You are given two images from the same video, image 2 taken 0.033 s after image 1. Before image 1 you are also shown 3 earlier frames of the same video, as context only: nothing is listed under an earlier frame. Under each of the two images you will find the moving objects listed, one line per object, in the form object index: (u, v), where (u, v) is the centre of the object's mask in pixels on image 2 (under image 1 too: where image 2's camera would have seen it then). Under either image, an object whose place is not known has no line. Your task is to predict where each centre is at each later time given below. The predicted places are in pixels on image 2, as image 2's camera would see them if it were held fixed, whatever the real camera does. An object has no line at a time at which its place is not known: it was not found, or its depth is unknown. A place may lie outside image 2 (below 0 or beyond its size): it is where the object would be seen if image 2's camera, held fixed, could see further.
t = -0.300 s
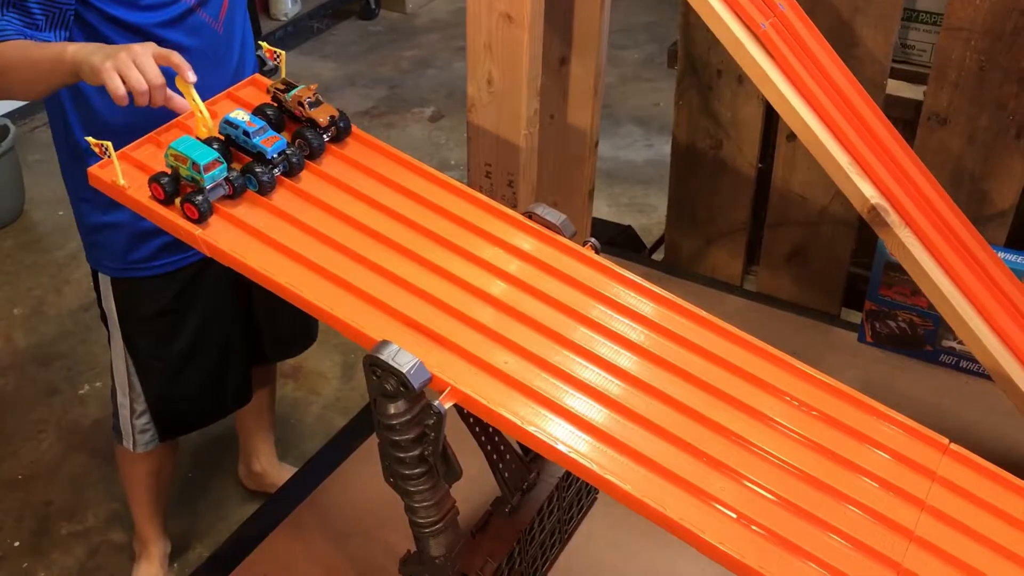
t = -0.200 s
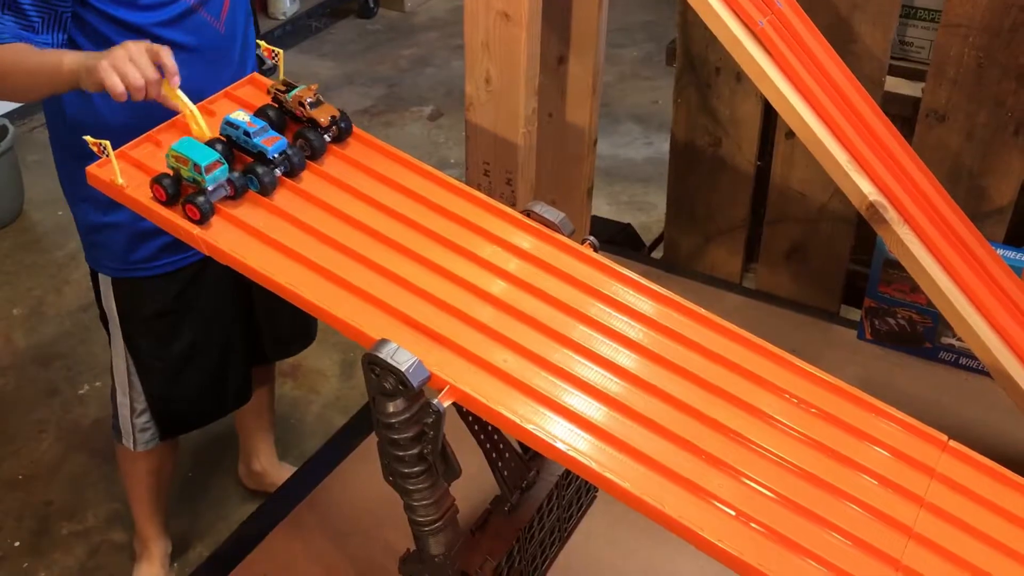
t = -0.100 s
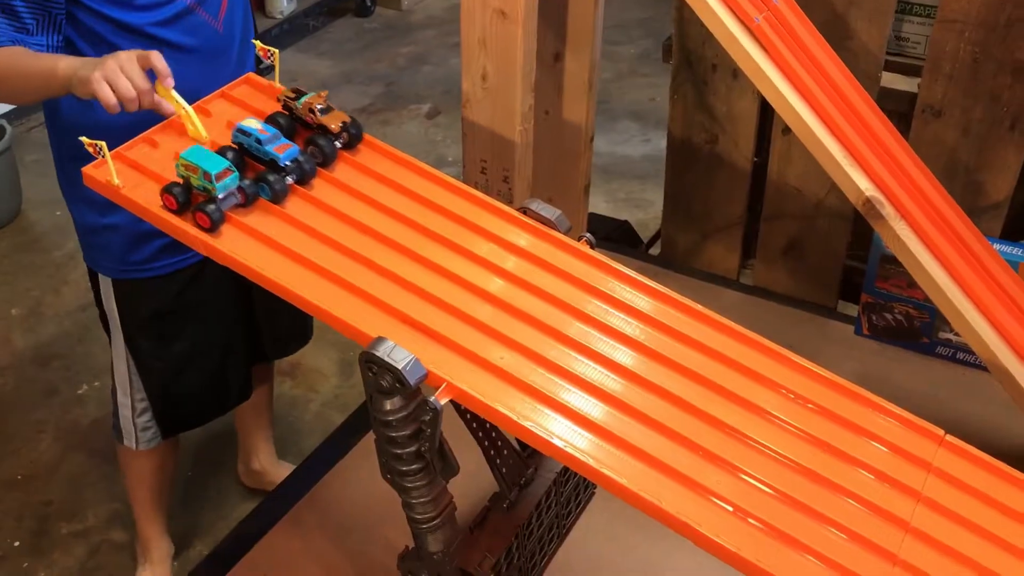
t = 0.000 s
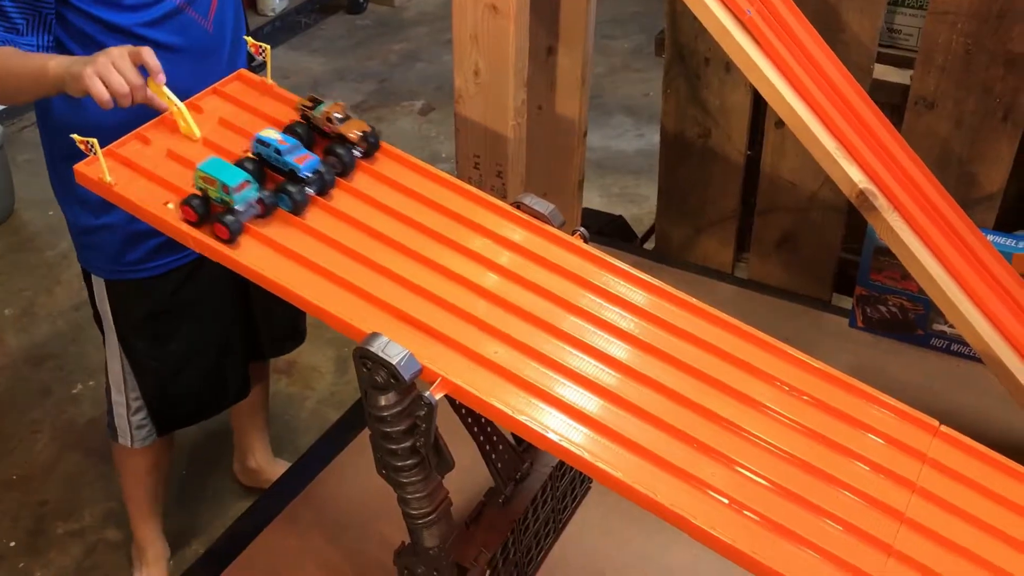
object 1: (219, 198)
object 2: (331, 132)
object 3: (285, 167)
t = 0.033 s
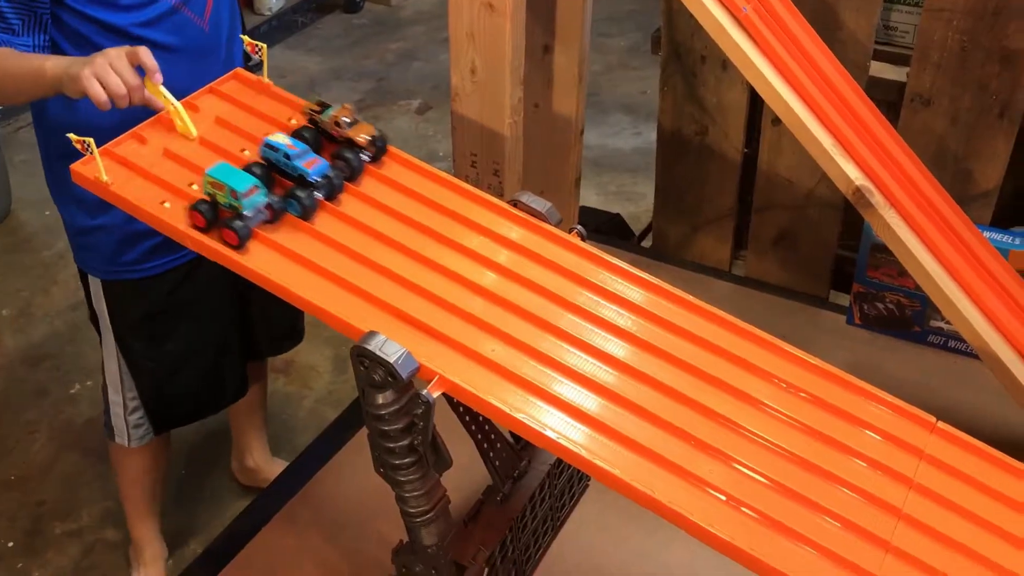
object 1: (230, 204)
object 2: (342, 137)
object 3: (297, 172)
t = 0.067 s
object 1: (244, 211)
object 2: (354, 143)
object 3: (311, 179)
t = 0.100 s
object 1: (258, 220)
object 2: (367, 150)
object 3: (324, 187)
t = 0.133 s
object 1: (274, 228)
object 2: (383, 158)
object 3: (339, 195)
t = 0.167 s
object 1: (292, 238)
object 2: (399, 166)
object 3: (355, 204)
